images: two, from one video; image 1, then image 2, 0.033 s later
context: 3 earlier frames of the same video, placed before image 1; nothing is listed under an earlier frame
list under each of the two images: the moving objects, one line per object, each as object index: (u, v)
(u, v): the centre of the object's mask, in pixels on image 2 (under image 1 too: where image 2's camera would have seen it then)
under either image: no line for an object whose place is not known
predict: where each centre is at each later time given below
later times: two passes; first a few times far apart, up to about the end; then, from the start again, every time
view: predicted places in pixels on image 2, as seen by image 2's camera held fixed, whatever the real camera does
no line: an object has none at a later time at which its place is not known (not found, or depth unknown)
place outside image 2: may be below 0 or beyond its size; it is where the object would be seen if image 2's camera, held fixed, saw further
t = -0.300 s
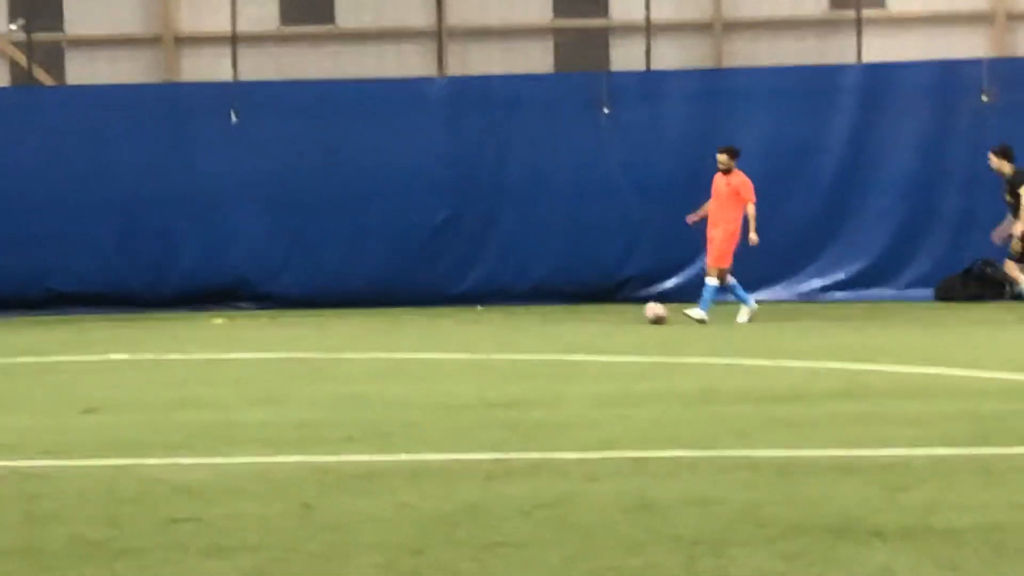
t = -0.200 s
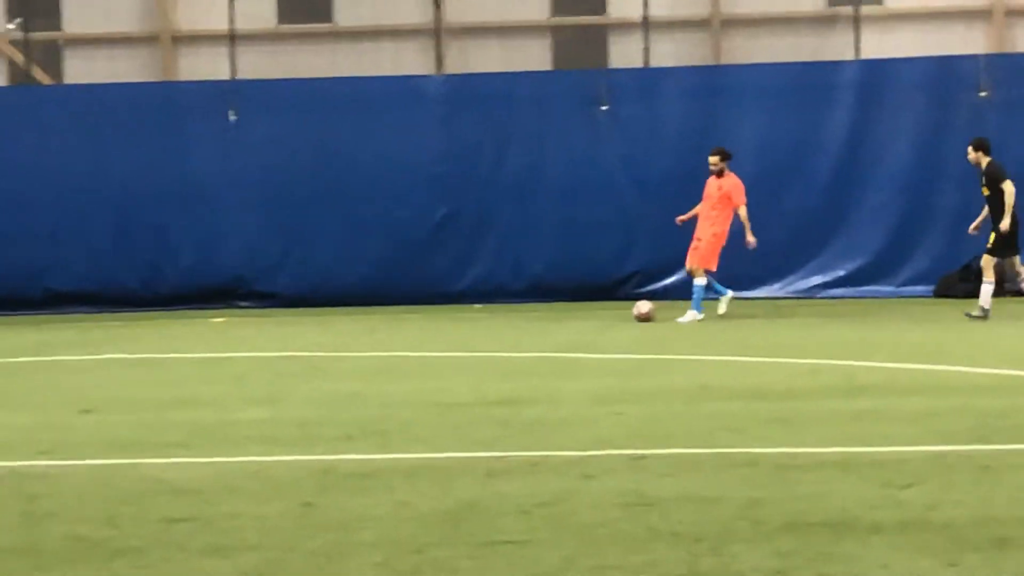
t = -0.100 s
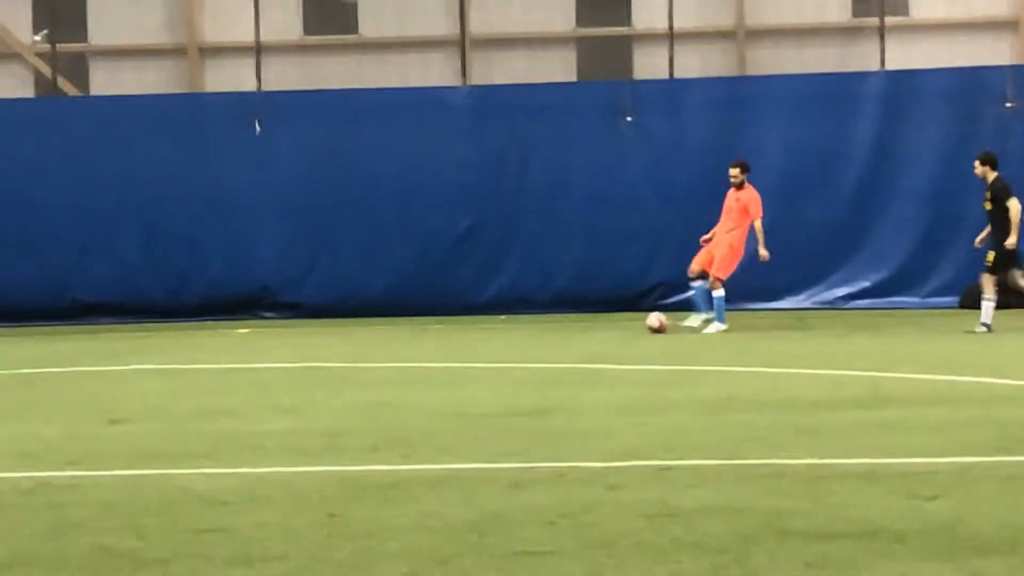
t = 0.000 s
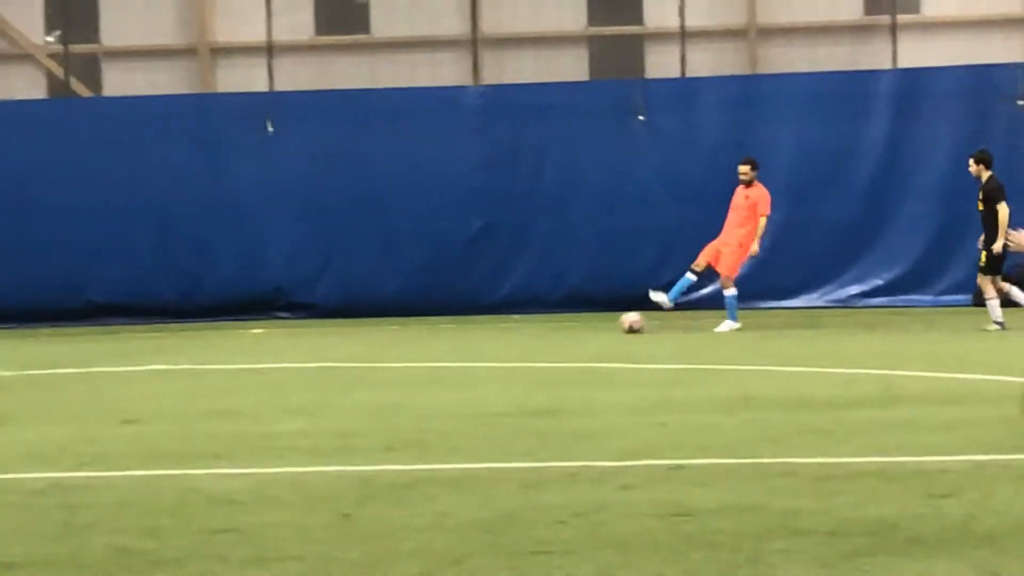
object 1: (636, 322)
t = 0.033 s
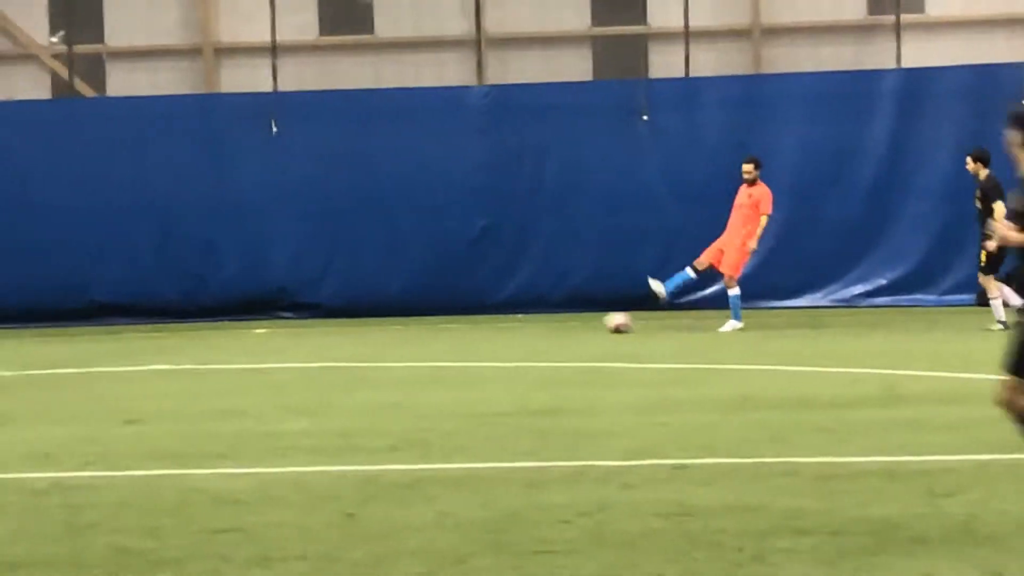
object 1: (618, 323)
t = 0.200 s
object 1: (536, 326)
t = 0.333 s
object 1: (477, 328)
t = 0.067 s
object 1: (599, 322)
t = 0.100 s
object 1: (583, 324)
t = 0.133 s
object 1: (567, 325)
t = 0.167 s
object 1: (552, 325)
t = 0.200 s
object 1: (536, 326)
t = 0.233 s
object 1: (521, 326)
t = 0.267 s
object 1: (507, 326)
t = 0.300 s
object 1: (491, 327)
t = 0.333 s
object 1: (477, 328)
